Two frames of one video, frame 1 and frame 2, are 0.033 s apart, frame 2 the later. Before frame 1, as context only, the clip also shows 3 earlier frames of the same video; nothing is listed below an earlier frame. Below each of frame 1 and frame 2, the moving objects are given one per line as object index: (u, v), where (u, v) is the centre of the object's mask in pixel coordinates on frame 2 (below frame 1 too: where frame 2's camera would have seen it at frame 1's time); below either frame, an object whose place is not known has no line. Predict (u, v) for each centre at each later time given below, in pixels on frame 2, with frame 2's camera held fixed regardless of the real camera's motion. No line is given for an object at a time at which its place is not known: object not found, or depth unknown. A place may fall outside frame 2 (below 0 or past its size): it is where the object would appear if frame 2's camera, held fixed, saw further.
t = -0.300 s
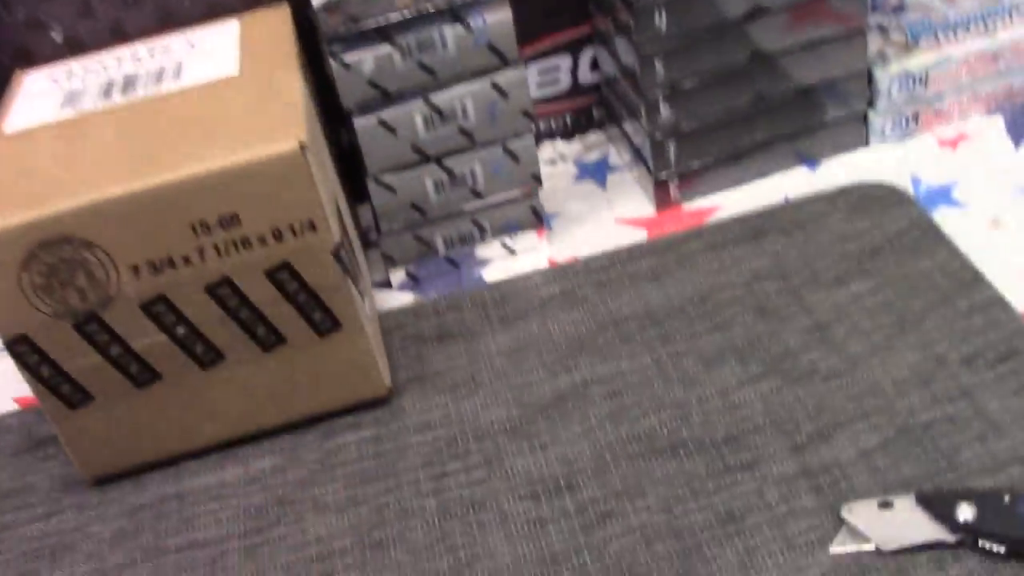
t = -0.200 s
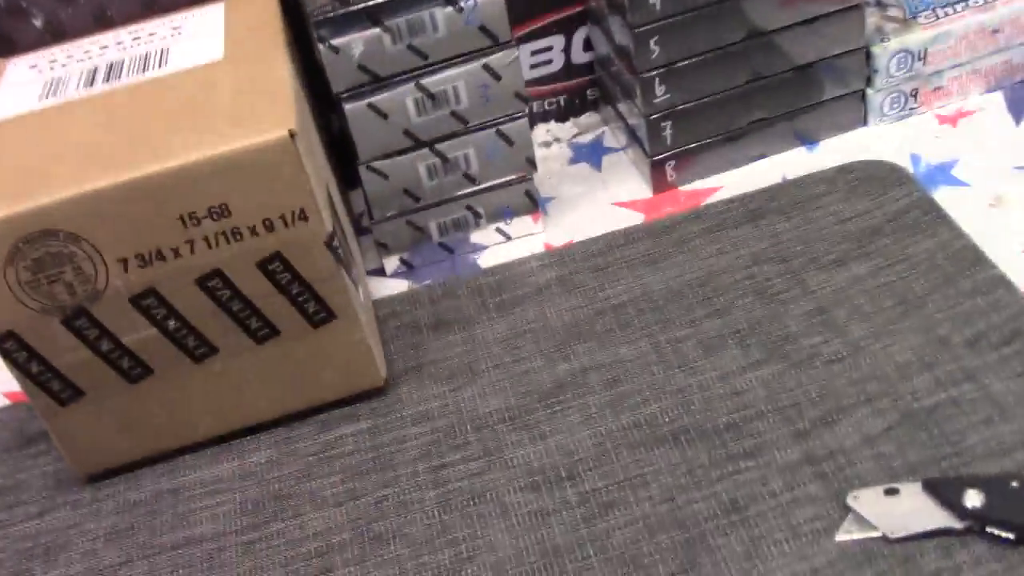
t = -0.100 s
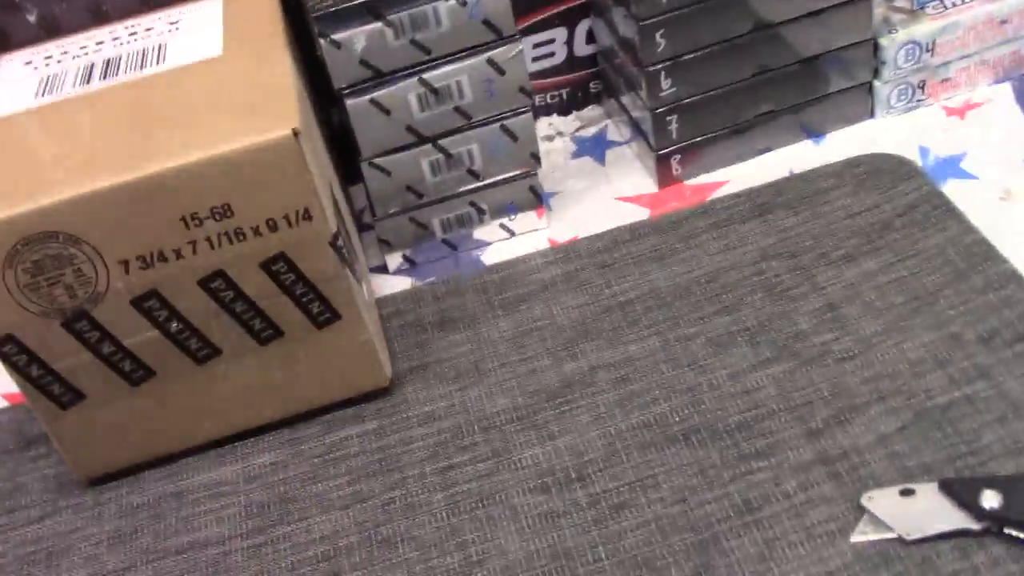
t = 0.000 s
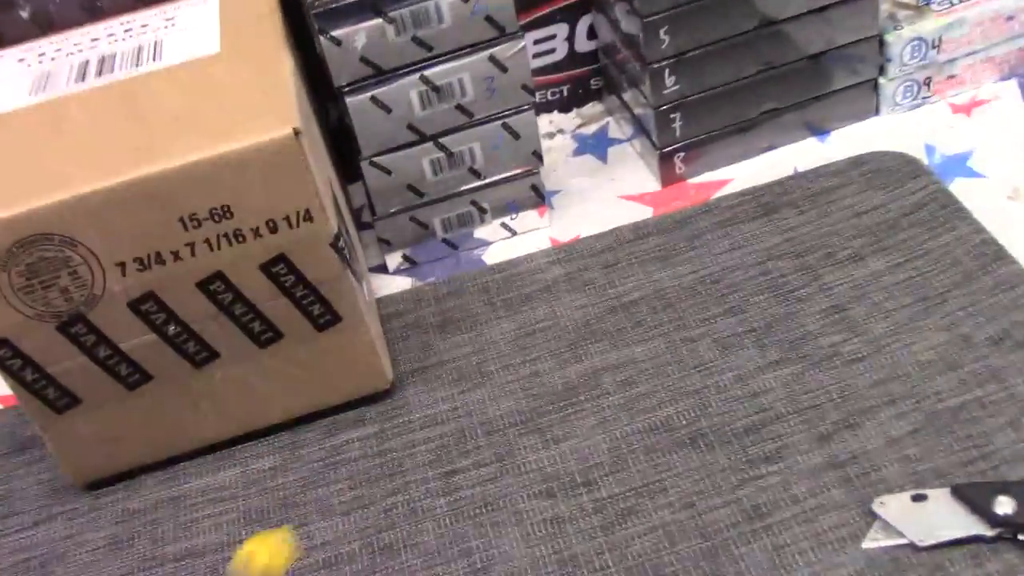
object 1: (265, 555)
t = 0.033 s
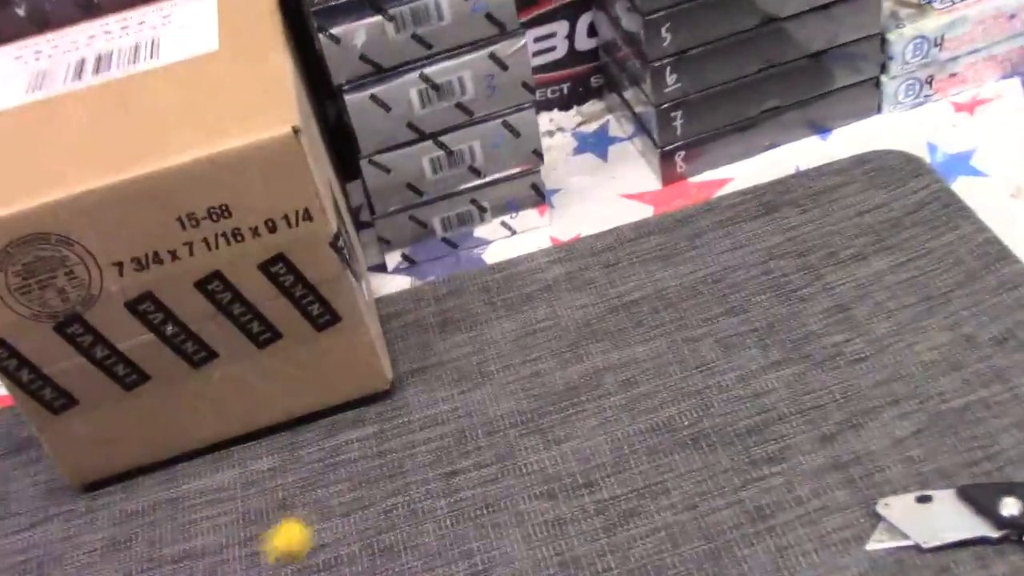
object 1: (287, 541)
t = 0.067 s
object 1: (296, 468)
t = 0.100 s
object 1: (304, 397)
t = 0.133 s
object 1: (341, 389)
